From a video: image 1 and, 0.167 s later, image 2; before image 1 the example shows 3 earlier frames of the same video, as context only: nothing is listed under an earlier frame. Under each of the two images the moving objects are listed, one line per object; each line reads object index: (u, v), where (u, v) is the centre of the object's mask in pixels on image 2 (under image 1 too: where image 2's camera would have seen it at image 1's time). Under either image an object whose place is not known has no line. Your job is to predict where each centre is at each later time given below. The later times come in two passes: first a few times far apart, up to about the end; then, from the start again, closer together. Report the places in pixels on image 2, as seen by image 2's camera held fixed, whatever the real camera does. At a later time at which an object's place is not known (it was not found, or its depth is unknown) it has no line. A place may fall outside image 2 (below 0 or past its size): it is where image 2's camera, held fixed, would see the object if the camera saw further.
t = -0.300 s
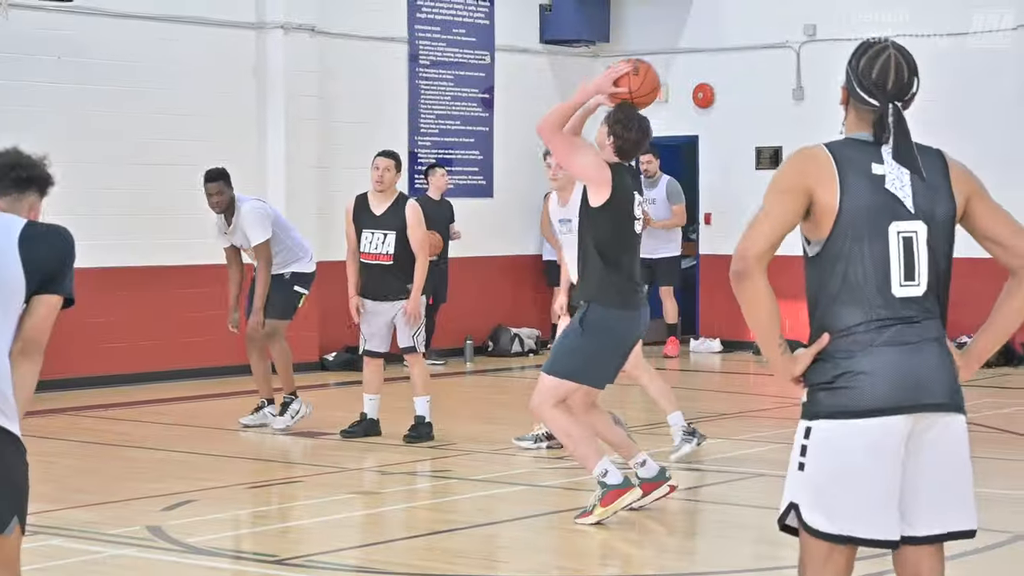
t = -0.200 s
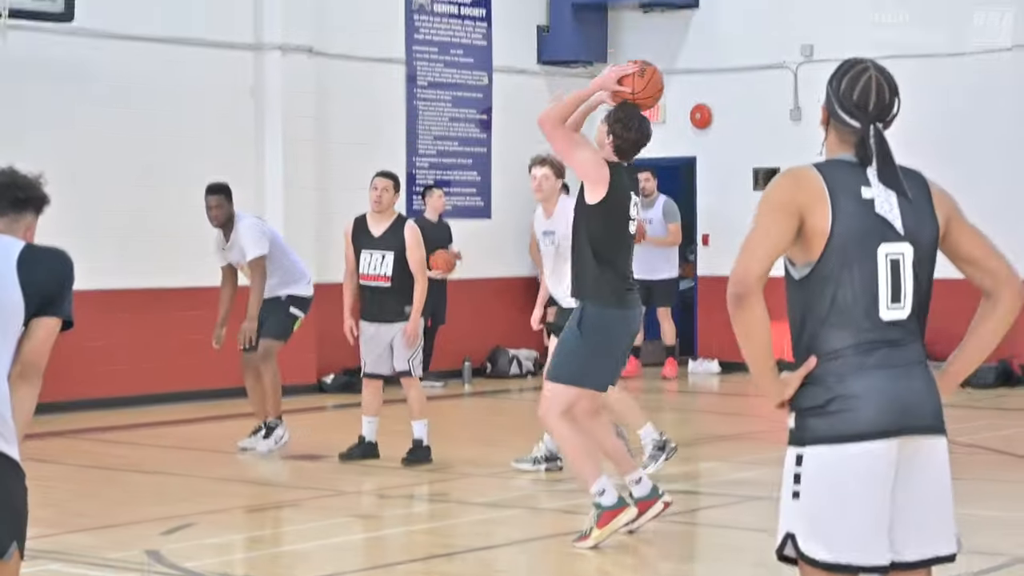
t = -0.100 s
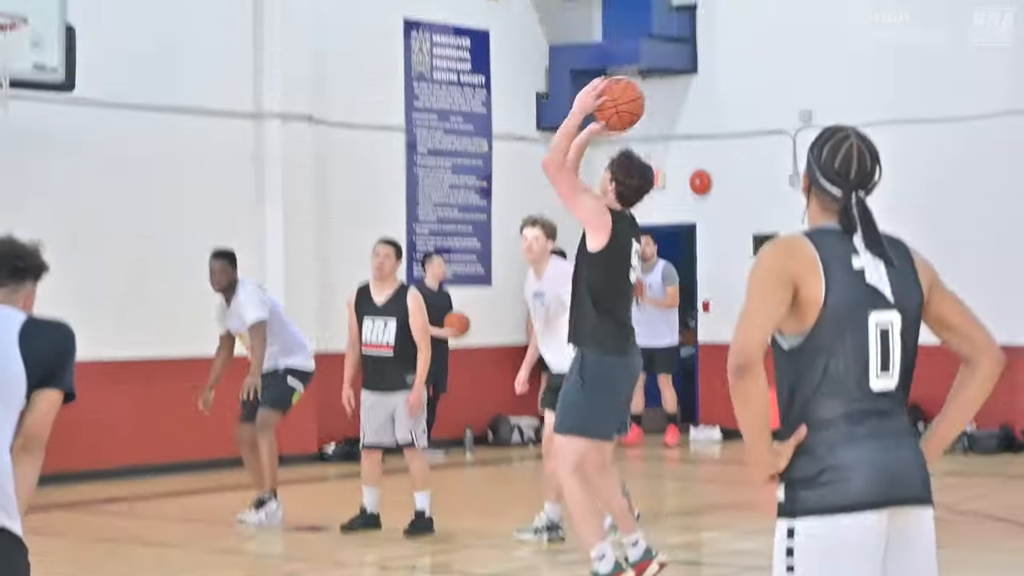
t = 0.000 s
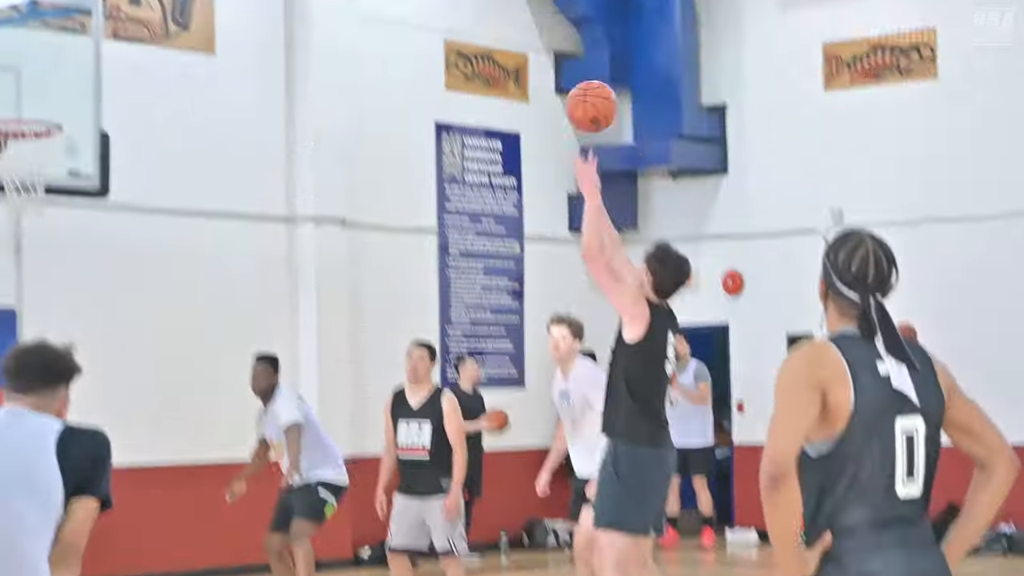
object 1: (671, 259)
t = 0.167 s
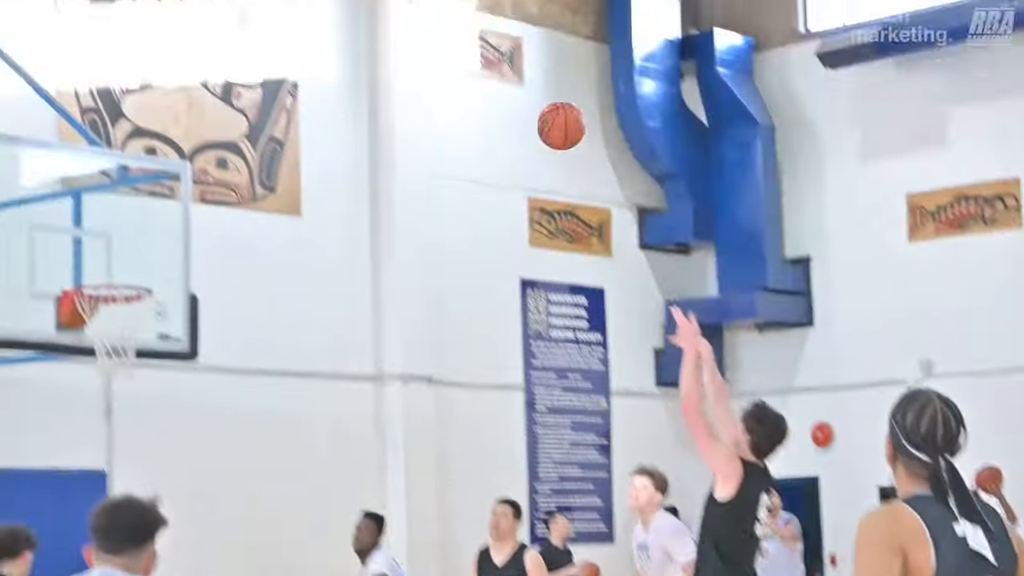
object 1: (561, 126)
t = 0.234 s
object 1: (520, 91)
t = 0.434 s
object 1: (407, 40)
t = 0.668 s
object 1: (289, 73)
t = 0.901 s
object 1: (181, 193)
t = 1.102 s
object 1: (127, 252)
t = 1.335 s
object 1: (106, 269)
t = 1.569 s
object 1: (134, 276)
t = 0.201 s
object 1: (540, 107)
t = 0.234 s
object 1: (520, 91)
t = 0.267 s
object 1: (500, 77)
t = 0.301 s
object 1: (481, 65)
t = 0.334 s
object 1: (462, 56)
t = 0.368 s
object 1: (444, 48)
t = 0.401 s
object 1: (426, 43)
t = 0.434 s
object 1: (407, 40)
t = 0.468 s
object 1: (389, 39)
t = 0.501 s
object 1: (372, 39)
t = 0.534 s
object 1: (356, 43)
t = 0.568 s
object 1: (339, 47)
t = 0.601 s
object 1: (322, 54)
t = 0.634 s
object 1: (305, 63)
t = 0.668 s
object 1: (289, 73)
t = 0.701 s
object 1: (274, 86)
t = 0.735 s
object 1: (258, 99)
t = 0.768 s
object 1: (242, 114)
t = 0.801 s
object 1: (226, 132)
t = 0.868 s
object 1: (196, 171)
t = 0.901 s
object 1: (181, 193)
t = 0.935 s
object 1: (166, 217)
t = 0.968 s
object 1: (152, 242)
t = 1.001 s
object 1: (138, 268)
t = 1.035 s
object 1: (134, 263)
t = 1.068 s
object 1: (131, 257)
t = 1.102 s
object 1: (127, 252)
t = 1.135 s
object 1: (124, 249)
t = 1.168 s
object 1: (122, 249)
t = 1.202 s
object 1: (118, 249)
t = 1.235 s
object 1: (115, 252)
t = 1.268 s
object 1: (112, 256)
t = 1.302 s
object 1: (109, 262)
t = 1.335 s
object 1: (106, 269)
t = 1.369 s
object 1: (103, 275)
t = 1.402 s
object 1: (101, 276)
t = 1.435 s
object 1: (109, 275)
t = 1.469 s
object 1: (117, 274)
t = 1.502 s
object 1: (123, 273)
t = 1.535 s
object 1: (128, 274)
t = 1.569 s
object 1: (134, 276)
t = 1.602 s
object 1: (139, 278)
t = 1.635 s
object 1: (144, 280)
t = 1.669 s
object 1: (149, 285)
